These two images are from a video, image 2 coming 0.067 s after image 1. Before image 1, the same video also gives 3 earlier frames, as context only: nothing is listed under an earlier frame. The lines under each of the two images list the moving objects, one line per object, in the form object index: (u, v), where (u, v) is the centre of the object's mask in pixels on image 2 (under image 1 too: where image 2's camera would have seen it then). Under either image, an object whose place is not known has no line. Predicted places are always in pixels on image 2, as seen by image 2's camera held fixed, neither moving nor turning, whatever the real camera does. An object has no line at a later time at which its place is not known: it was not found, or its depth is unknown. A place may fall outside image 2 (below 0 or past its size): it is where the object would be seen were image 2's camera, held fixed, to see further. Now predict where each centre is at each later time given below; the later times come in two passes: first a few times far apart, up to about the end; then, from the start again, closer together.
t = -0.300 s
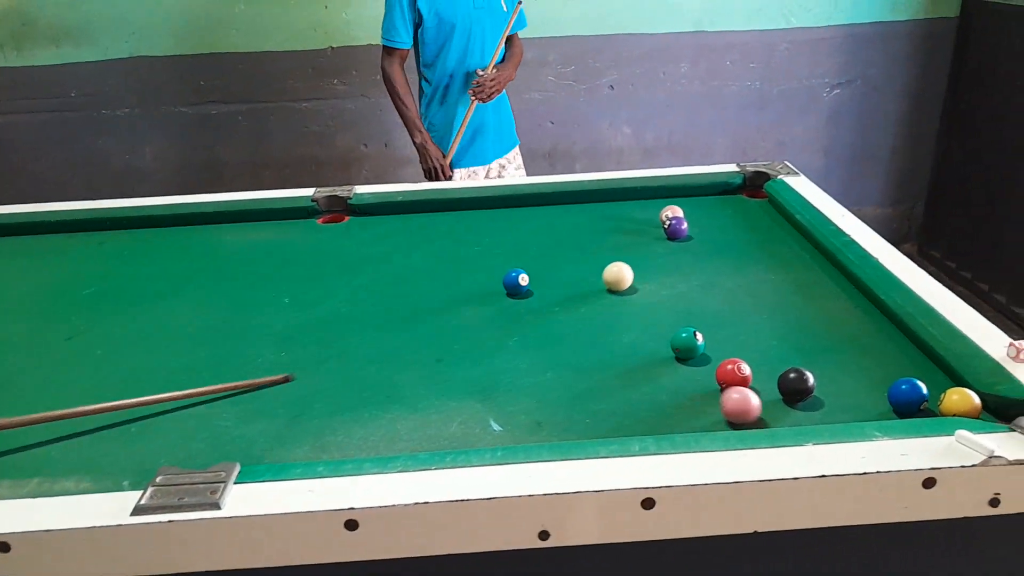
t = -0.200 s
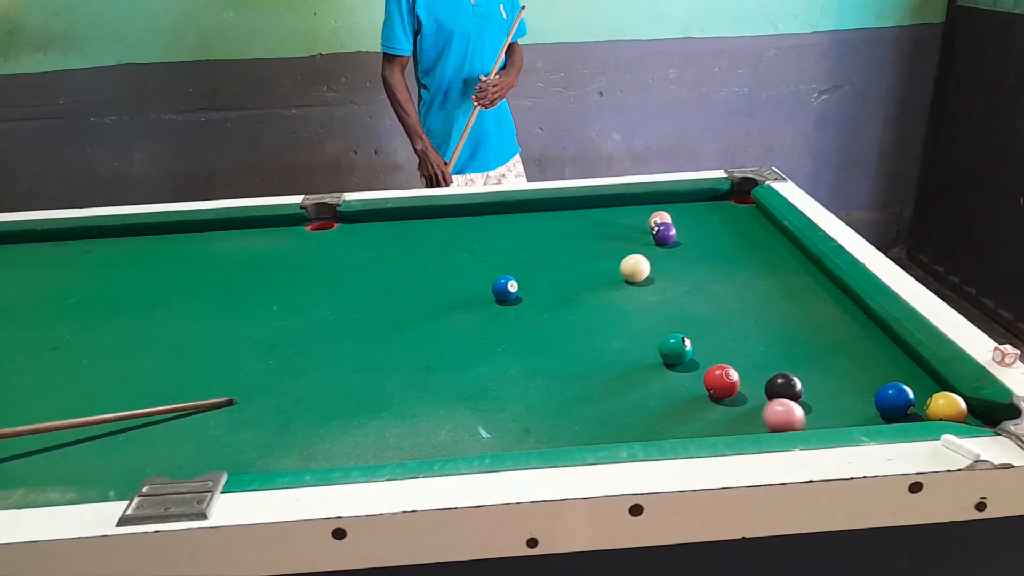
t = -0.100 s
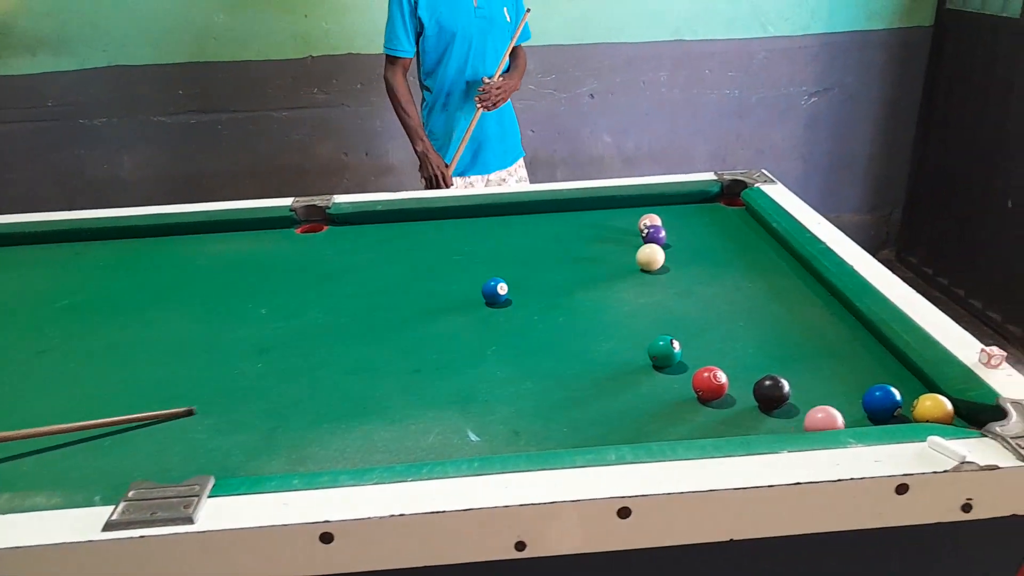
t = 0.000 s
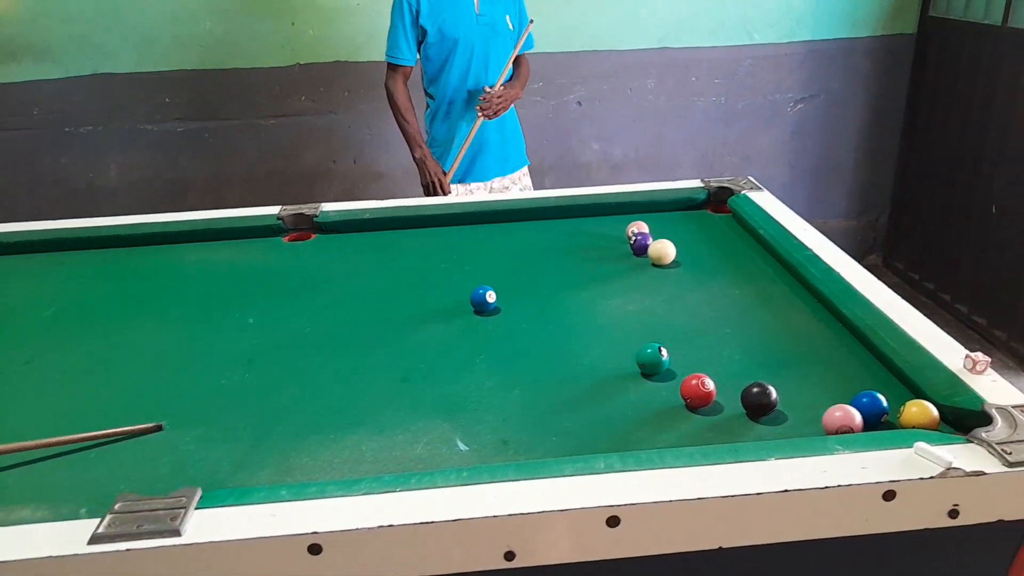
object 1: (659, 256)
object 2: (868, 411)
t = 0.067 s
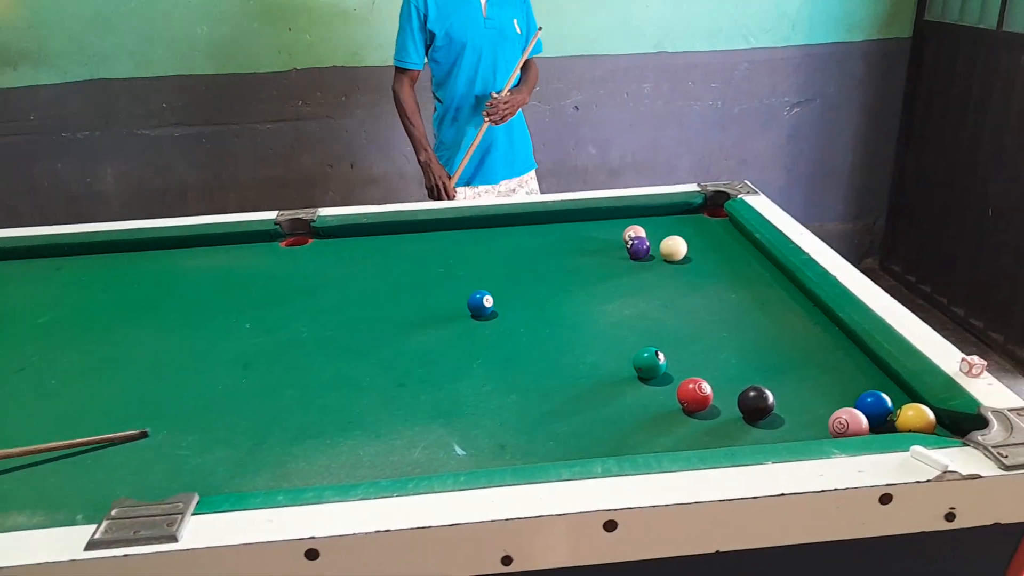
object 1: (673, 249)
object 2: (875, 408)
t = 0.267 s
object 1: (713, 227)
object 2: (897, 395)
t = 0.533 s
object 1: (680, 216)
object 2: (863, 393)
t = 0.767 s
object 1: (640, 214)
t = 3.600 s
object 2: (786, 390)
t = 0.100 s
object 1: (680, 244)
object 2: (879, 406)
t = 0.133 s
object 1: (687, 241)
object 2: (882, 405)
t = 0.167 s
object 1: (693, 238)
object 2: (886, 403)
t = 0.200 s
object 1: (700, 234)
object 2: (890, 400)
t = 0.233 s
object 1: (706, 230)
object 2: (894, 397)
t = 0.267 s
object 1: (713, 227)
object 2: (897, 395)
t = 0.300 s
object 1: (718, 224)
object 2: (893, 395)
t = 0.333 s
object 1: (722, 222)
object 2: (889, 395)
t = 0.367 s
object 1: (714, 221)
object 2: (885, 394)
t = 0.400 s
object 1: (707, 219)
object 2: (880, 394)
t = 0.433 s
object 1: (700, 219)
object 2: (876, 394)
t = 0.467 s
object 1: (693, 218)
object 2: (871, 394)
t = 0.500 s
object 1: (687, 216)
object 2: (868, 394)
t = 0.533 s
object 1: (680, 216)
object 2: (863, 393)
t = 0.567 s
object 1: (673, 215)
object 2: (860, 392)
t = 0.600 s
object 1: (666, 214)
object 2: (856, 392)
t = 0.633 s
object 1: (660, 213)
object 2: (852, 392)
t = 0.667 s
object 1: (654, 211)
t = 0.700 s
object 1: (648, 212)
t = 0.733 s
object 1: (644, 213)
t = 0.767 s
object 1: (640, 214)
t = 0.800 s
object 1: (636, 215)
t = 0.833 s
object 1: (631, 216)
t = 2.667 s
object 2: (786, 391)
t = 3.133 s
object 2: (786, 390)
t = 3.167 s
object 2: (786, 390)
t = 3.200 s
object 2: (786, 390)
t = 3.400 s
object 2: (786, 390)
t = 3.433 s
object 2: (786, 390)
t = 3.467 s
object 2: (786, 390)
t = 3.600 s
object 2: (786, 390)
